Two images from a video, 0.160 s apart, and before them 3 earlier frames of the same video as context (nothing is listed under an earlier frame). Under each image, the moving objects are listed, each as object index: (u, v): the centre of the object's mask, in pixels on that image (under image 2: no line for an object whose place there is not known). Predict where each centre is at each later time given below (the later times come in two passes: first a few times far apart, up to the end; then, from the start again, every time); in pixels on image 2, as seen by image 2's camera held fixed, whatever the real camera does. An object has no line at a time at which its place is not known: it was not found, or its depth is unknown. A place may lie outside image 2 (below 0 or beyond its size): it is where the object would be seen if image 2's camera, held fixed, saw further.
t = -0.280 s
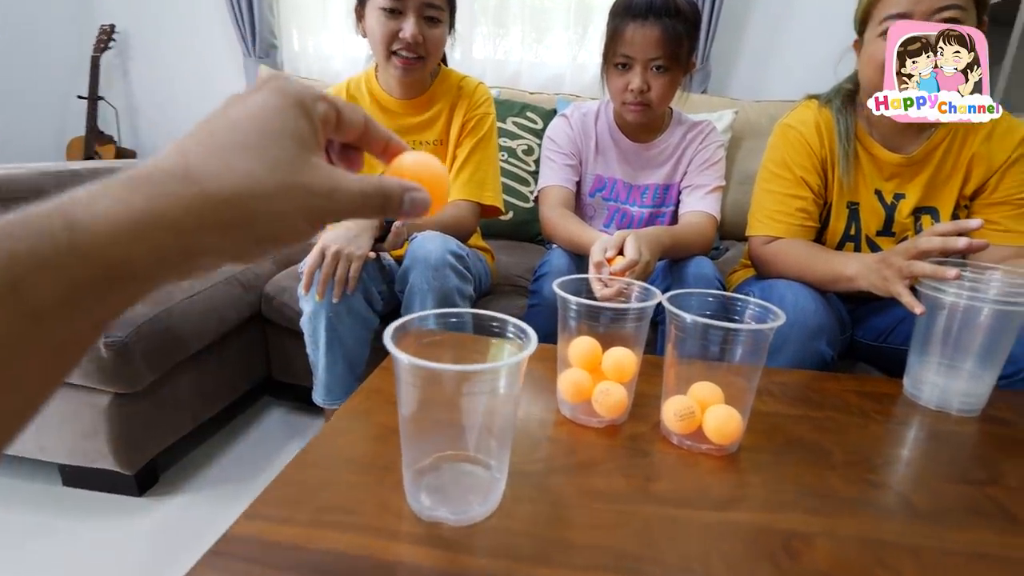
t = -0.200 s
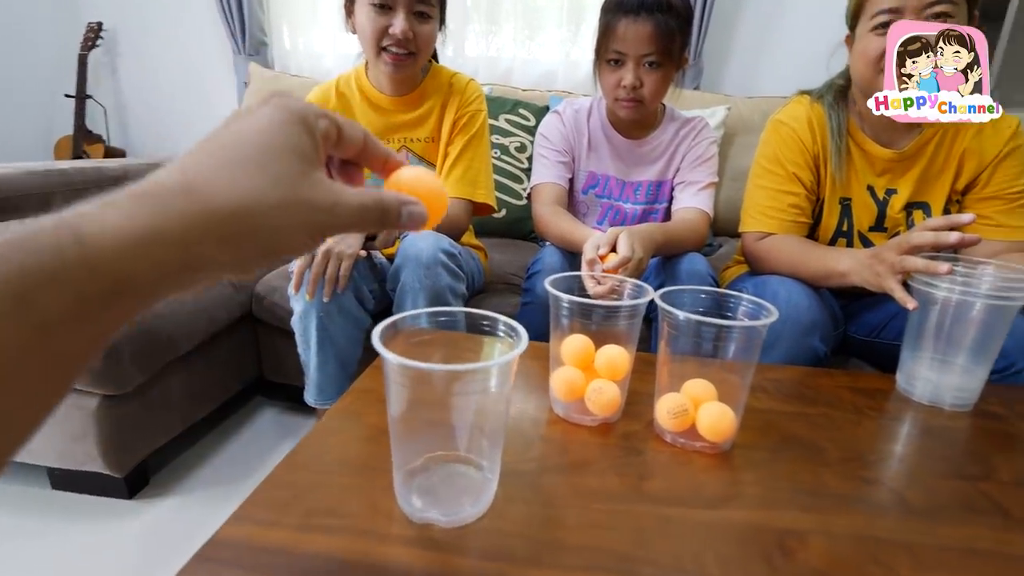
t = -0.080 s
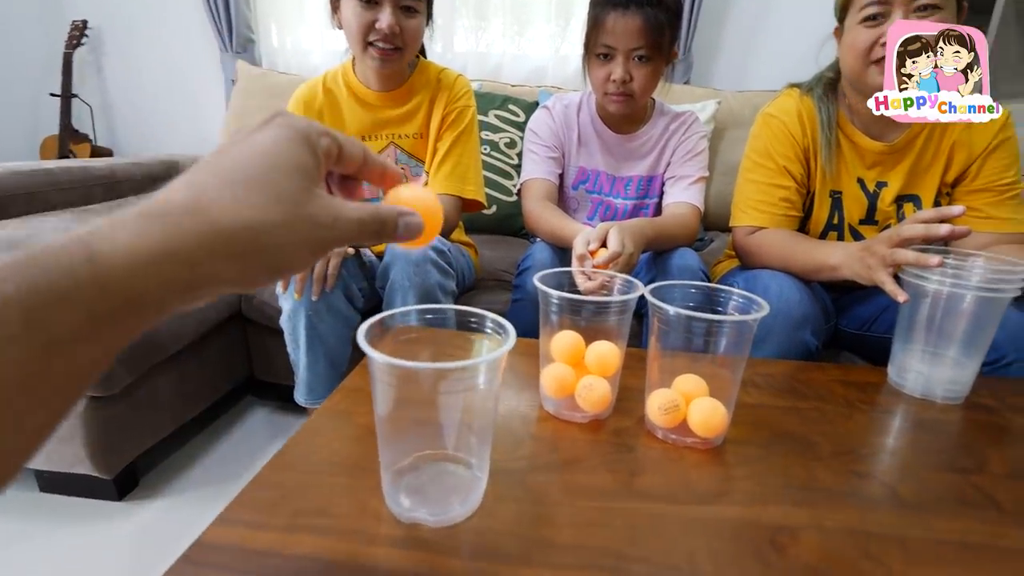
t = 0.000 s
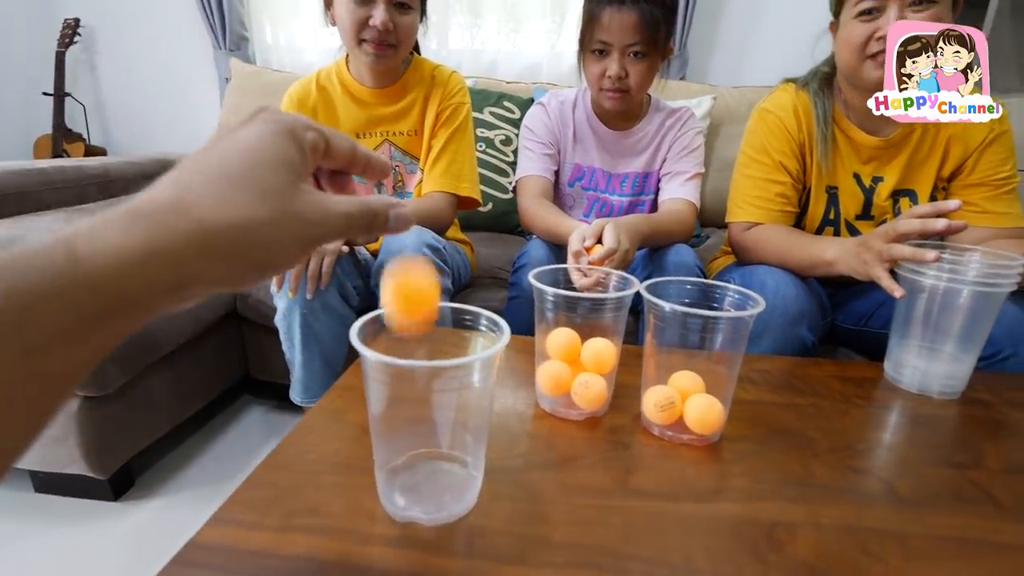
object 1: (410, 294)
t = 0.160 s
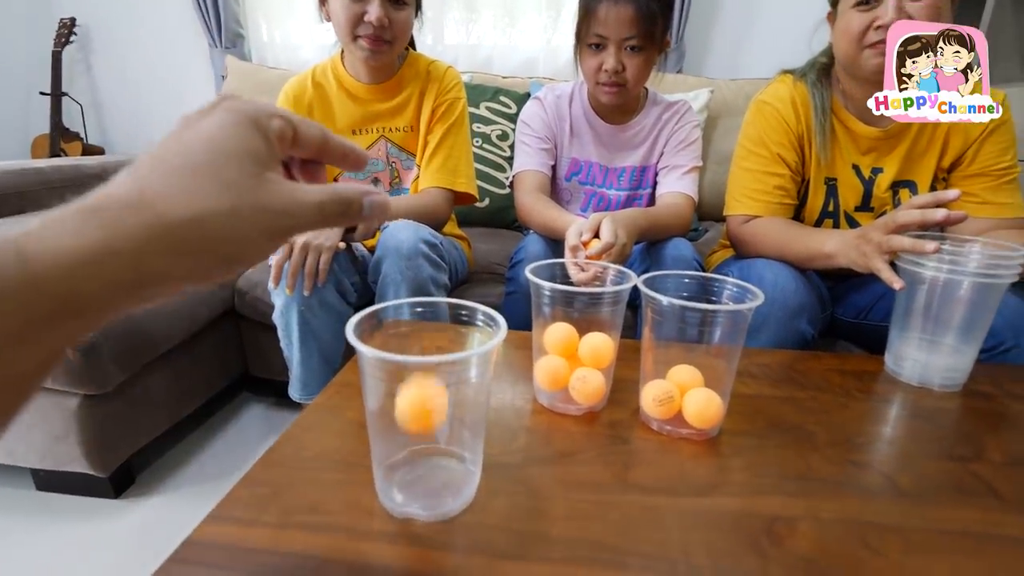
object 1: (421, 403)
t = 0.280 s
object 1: (432, 386)
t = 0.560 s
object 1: (446, 436)
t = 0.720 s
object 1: (449, 451)
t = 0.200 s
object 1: (424, 382)
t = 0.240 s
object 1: (428, 374)
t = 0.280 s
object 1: (432, 386)
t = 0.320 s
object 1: (436, 411)
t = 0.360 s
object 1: (440, 446)
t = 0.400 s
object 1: (444, 421)
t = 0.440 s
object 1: (445, 414)
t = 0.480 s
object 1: (444, 422)
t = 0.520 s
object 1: (444, 446)
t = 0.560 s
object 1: (446, 436)
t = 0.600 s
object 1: (448, 436)
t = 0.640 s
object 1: (448, 448)
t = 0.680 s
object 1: (448, 444)
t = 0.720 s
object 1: (449, 451)
